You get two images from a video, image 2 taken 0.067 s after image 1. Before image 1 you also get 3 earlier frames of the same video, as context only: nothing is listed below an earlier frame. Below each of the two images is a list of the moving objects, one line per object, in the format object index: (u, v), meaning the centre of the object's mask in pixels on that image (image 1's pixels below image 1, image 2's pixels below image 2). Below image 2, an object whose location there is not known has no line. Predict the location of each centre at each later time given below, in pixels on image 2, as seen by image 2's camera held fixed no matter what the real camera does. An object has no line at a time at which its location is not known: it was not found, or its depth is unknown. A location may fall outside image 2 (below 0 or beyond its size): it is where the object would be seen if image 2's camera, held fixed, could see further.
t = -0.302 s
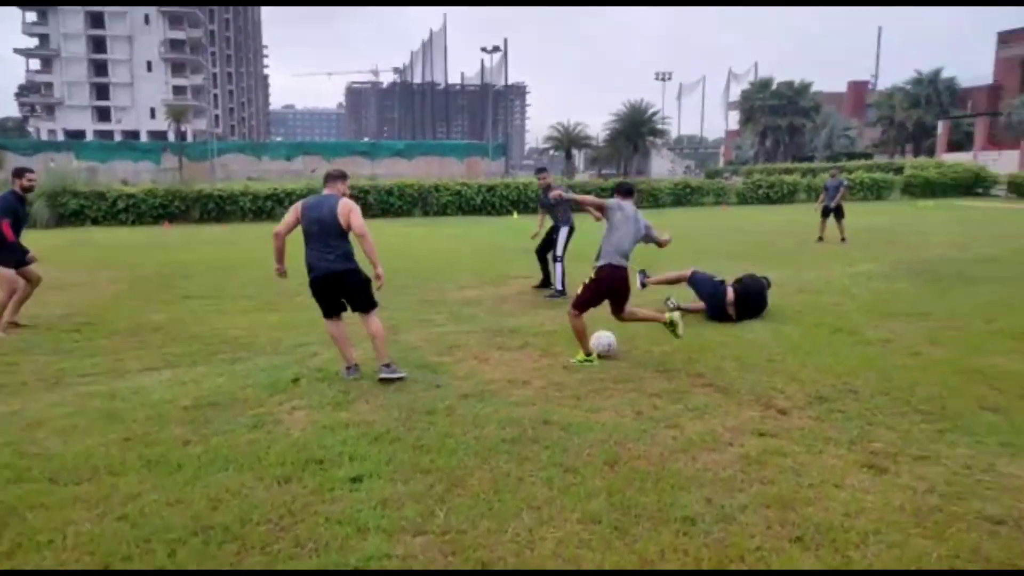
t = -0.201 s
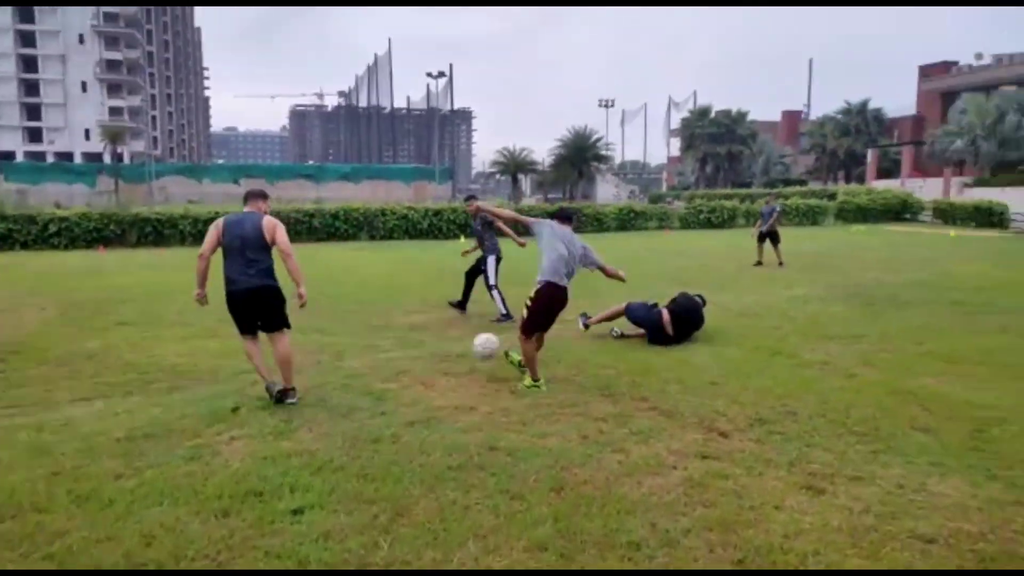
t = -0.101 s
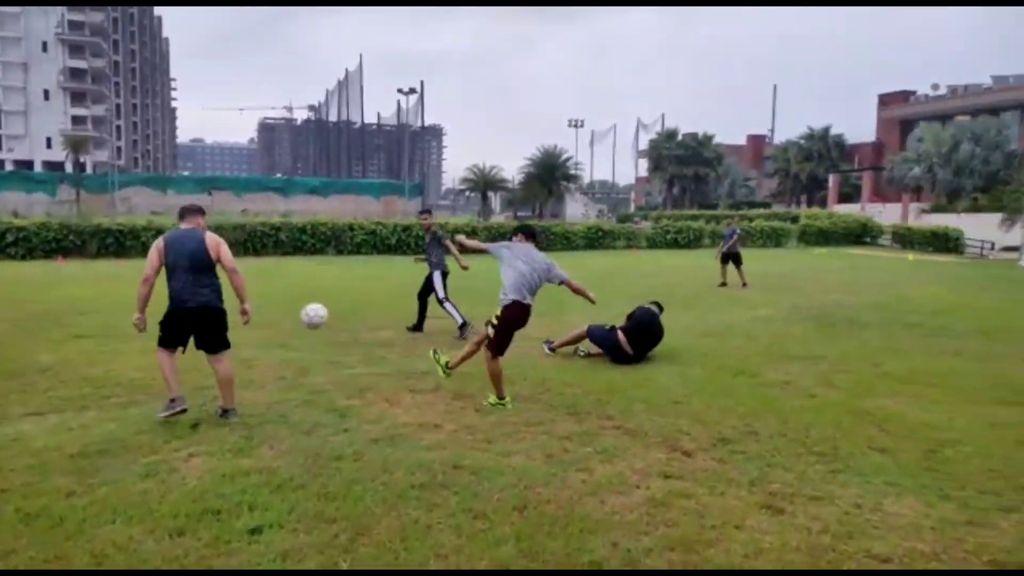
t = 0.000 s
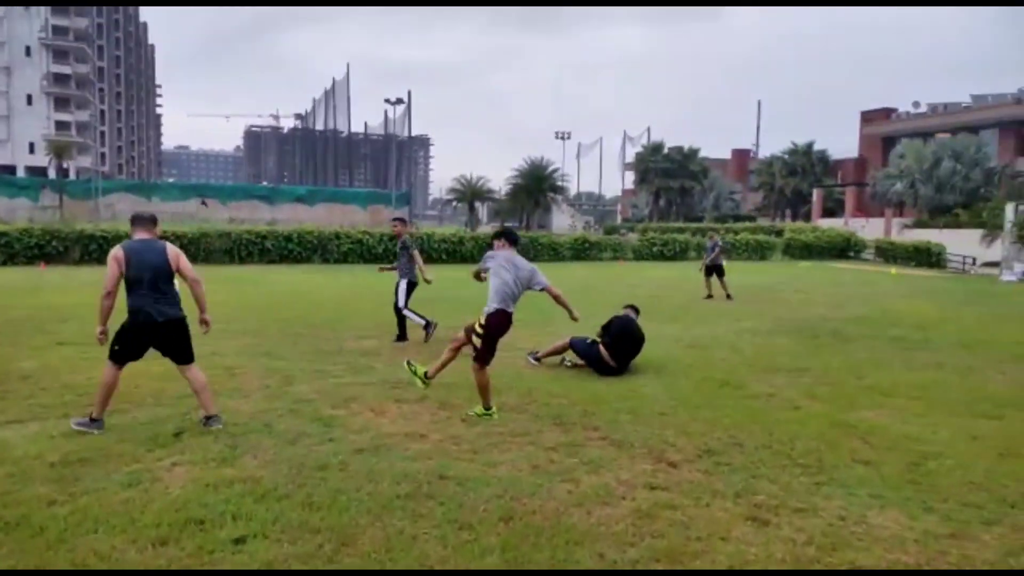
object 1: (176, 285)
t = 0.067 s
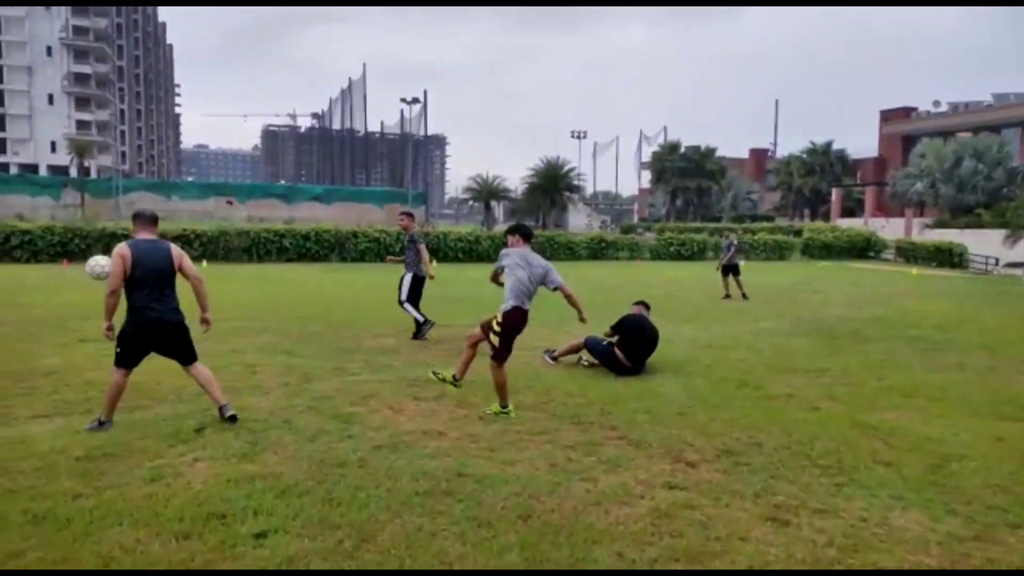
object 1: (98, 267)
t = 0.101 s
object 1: (59, 260)
